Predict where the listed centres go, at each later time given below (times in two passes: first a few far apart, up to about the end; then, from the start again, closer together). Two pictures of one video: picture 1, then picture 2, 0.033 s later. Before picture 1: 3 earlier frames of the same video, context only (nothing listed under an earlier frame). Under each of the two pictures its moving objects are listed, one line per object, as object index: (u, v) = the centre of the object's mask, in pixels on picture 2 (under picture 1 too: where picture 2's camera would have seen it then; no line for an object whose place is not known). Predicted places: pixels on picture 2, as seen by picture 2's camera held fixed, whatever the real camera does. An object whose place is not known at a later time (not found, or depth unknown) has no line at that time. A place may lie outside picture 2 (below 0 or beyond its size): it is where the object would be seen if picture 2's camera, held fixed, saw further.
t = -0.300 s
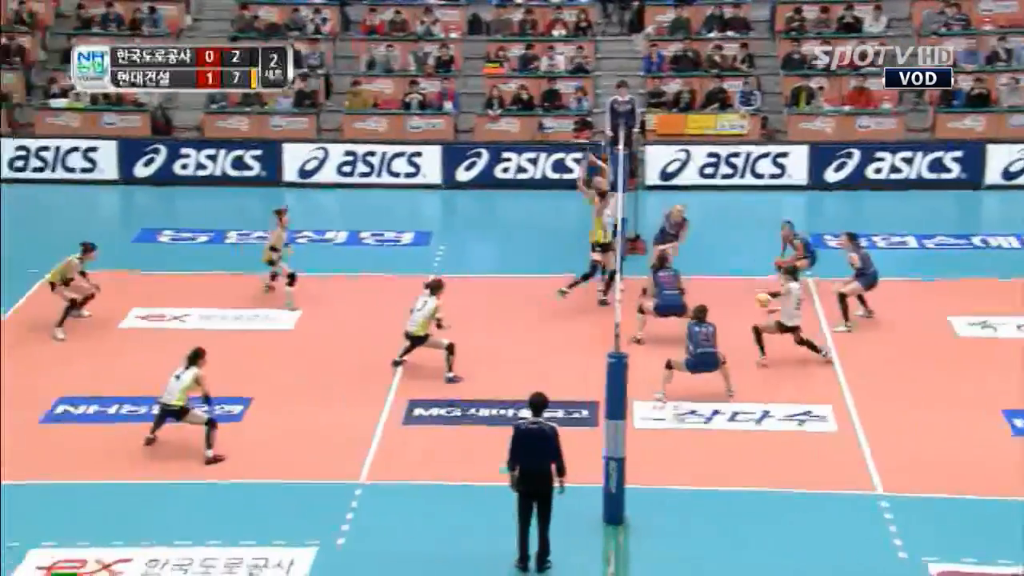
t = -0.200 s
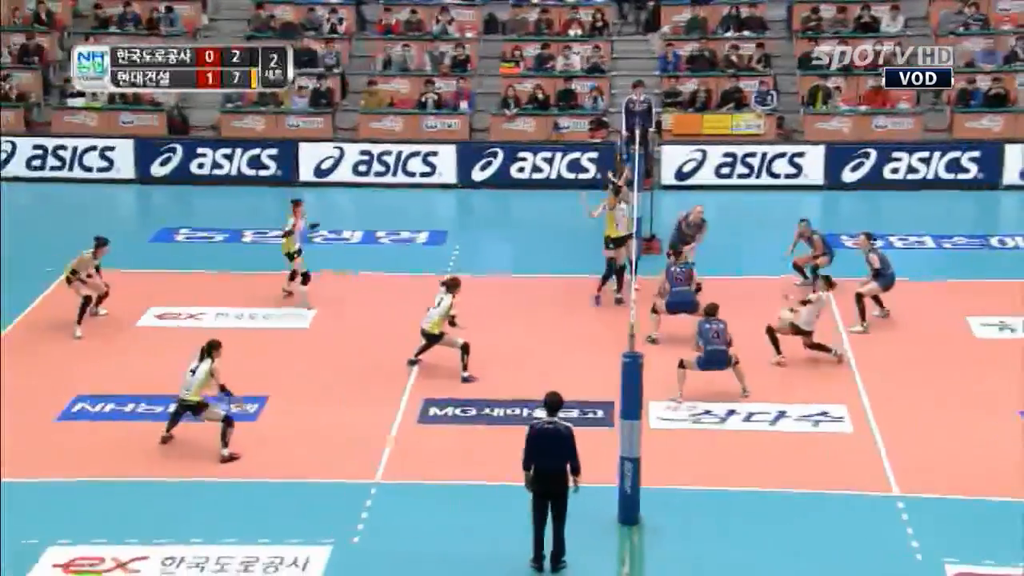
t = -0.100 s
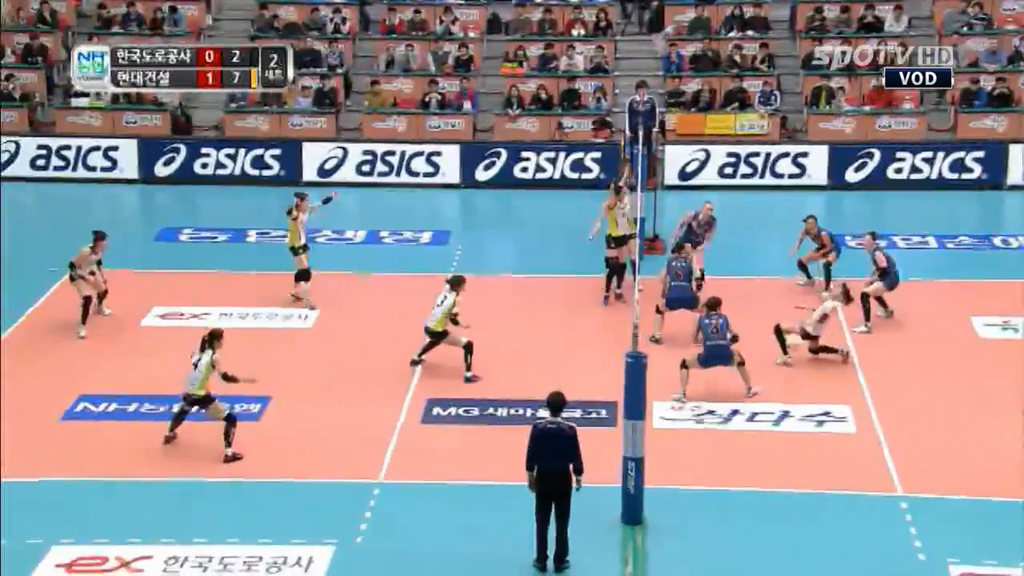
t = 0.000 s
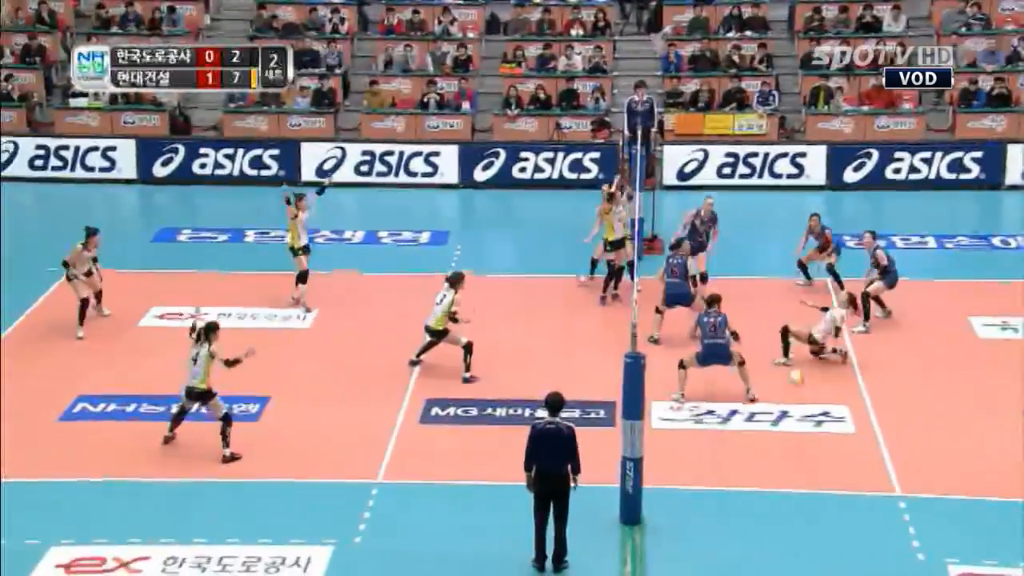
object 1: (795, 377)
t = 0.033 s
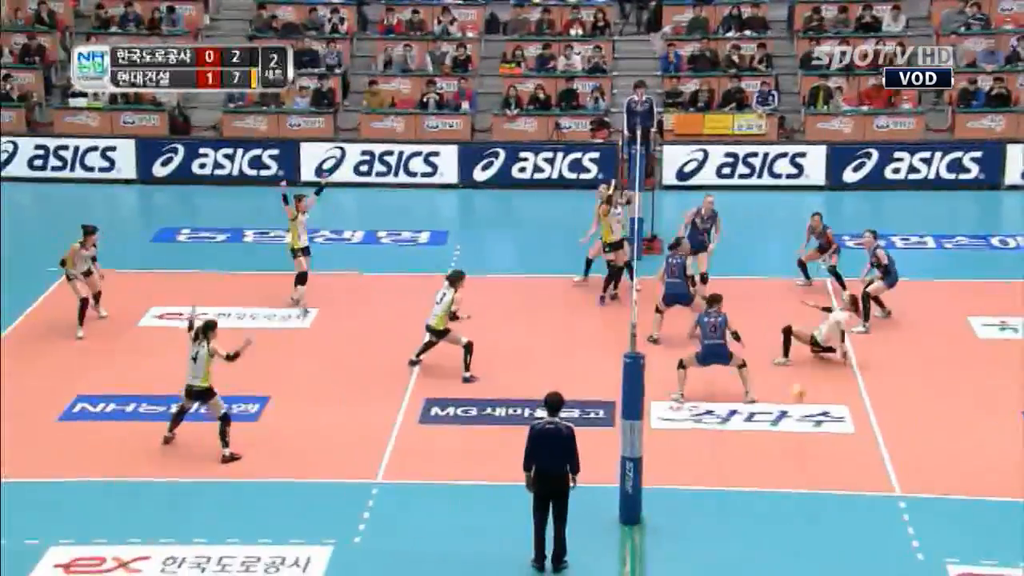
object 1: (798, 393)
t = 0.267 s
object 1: (811, 483)
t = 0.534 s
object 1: (847, 506)
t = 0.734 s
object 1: (873, 568)
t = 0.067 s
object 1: (800, 407)
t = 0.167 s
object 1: (804, 459)
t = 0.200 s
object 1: (804, 483)
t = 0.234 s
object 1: (810, 484)
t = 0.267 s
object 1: (811, 483)
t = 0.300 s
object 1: (816, 482)
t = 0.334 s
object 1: (821, 482)
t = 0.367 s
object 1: (824, 483)
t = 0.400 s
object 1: (828, 486)
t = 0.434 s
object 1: (832, 489)
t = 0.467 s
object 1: (837, 493)
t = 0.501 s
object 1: (841, 498)
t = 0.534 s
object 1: (847, 506)
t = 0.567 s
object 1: (851, 514)
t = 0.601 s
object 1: (855, 522)
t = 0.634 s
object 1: (859, 533)
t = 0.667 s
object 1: (865, 543)
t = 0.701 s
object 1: (868, 558)
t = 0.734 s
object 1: (873, 568)
